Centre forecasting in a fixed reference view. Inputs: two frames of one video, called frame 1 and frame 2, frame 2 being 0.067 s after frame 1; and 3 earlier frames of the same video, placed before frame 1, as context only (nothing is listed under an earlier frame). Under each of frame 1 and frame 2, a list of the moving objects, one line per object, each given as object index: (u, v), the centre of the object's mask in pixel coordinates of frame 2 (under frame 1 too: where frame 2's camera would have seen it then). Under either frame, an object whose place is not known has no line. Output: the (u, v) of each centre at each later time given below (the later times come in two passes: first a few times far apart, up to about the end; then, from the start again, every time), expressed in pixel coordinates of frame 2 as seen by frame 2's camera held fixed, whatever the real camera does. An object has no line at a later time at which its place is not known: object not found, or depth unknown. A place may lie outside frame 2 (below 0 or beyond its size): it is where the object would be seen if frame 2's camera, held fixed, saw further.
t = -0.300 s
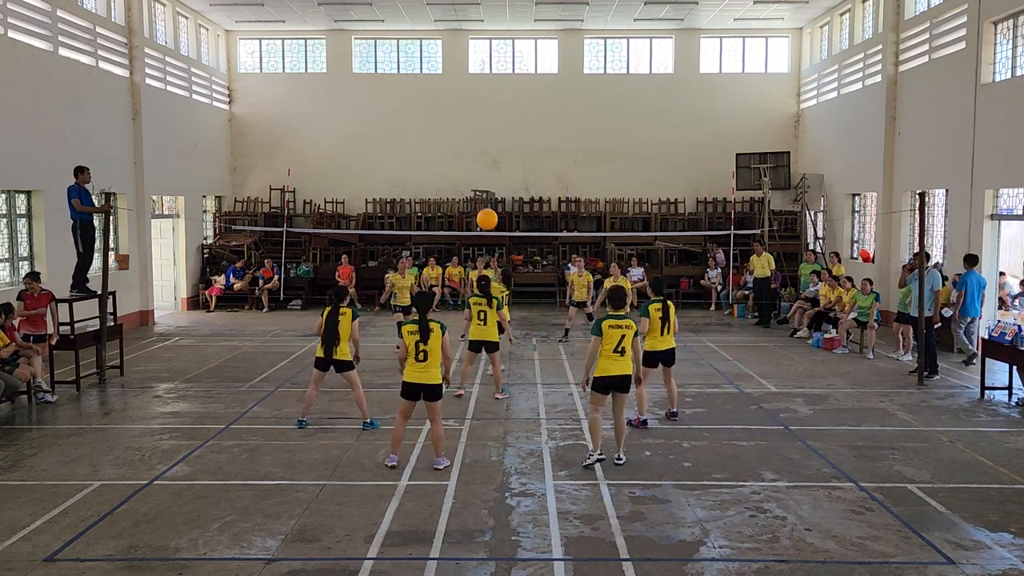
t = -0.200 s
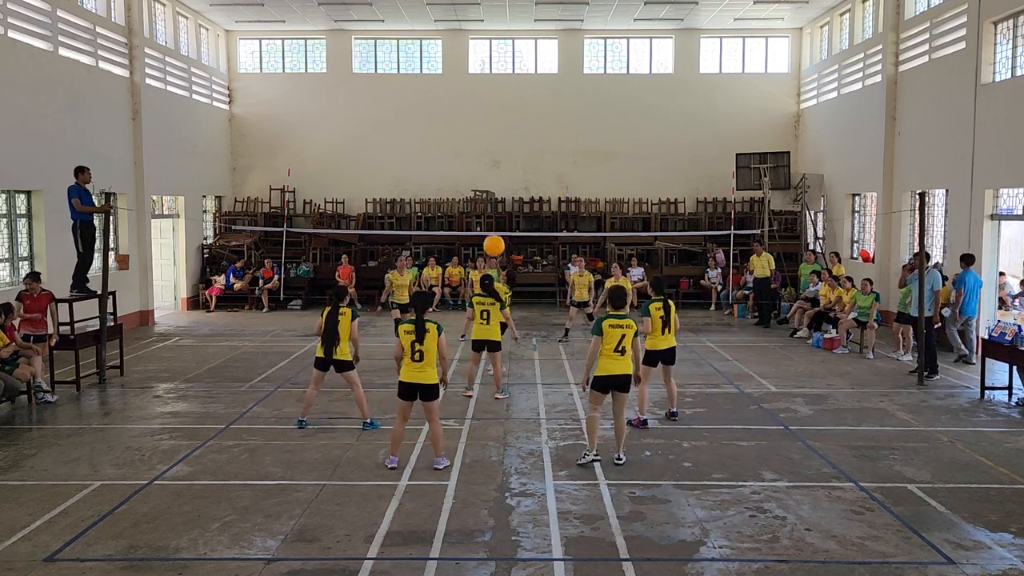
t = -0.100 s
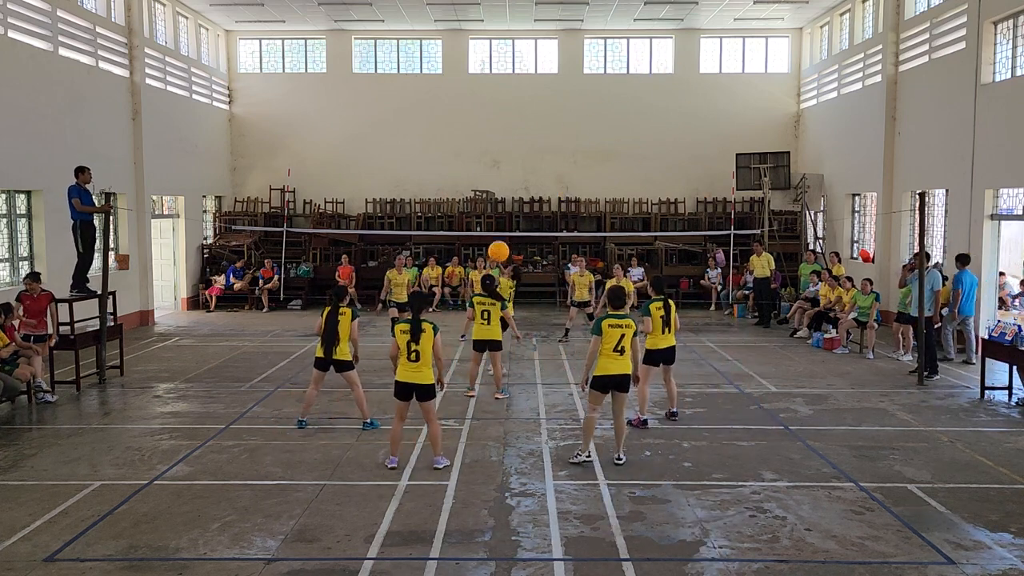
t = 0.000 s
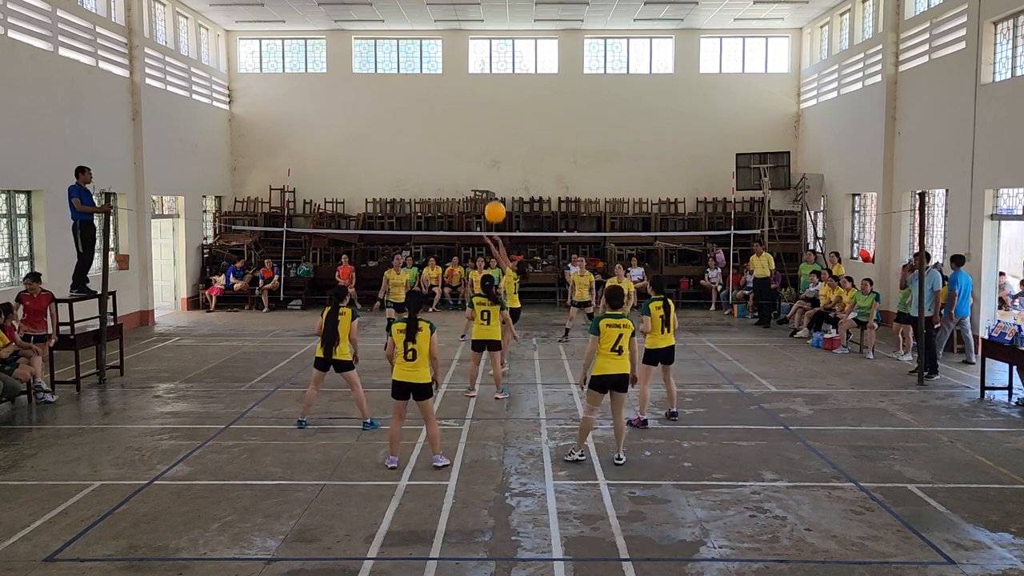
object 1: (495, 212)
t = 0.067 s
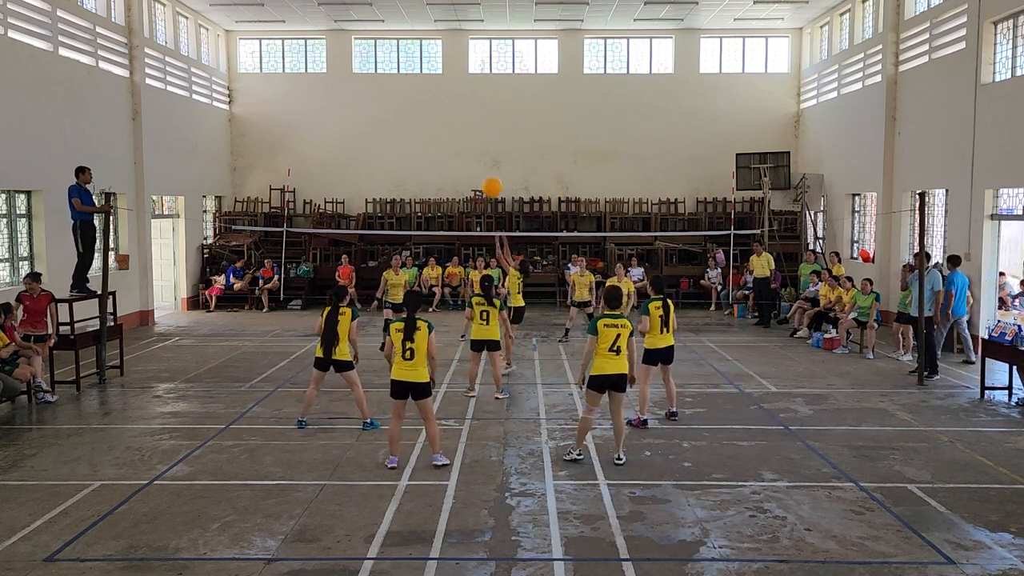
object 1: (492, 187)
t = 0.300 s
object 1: (481, 125)
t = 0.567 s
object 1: (467, 100)
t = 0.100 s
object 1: (490, 176)
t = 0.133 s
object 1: (489, 165)
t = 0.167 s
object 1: (487, 155)
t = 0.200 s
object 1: (486, 146)
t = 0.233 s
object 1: (484, 138)
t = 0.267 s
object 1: (483, 131)
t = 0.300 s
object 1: (481, 125)
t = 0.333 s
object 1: (479, 119)
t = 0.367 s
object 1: (477, 114)
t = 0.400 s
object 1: (476, 109)
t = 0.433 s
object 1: (474, 106)
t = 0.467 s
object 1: (472, 103)
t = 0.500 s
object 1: (471, 101)
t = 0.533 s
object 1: (469, 100)
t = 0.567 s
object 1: (467, 100)
